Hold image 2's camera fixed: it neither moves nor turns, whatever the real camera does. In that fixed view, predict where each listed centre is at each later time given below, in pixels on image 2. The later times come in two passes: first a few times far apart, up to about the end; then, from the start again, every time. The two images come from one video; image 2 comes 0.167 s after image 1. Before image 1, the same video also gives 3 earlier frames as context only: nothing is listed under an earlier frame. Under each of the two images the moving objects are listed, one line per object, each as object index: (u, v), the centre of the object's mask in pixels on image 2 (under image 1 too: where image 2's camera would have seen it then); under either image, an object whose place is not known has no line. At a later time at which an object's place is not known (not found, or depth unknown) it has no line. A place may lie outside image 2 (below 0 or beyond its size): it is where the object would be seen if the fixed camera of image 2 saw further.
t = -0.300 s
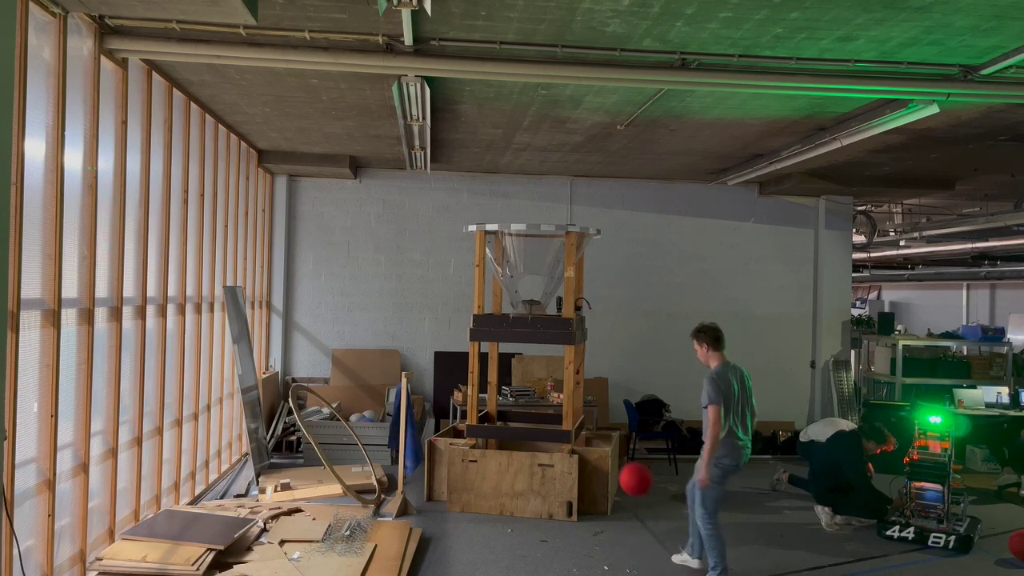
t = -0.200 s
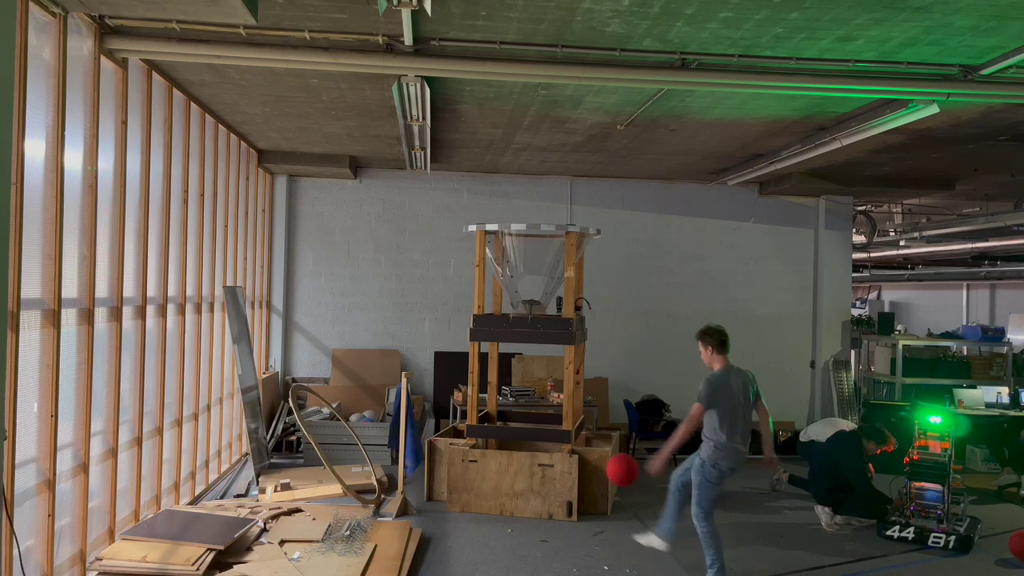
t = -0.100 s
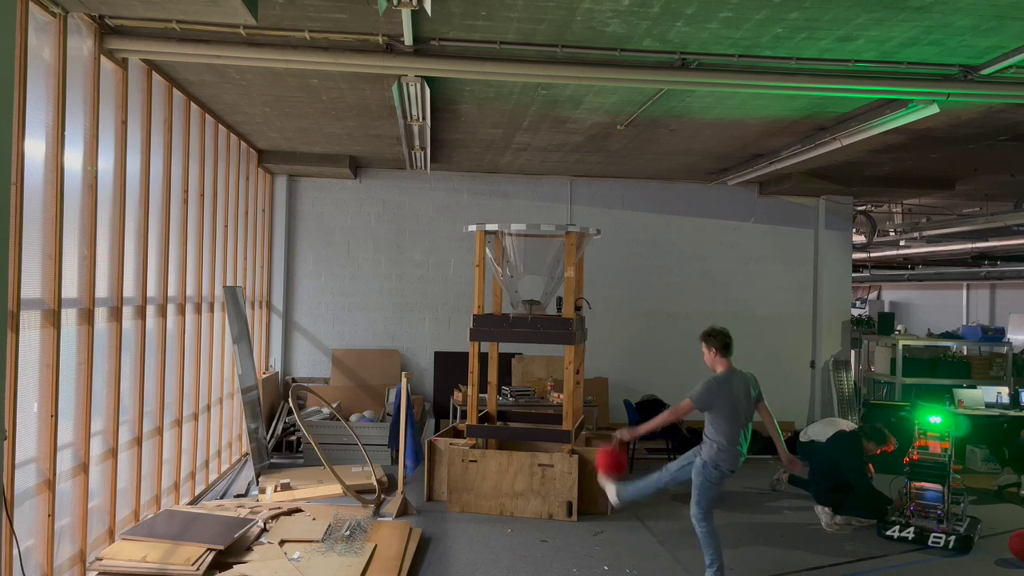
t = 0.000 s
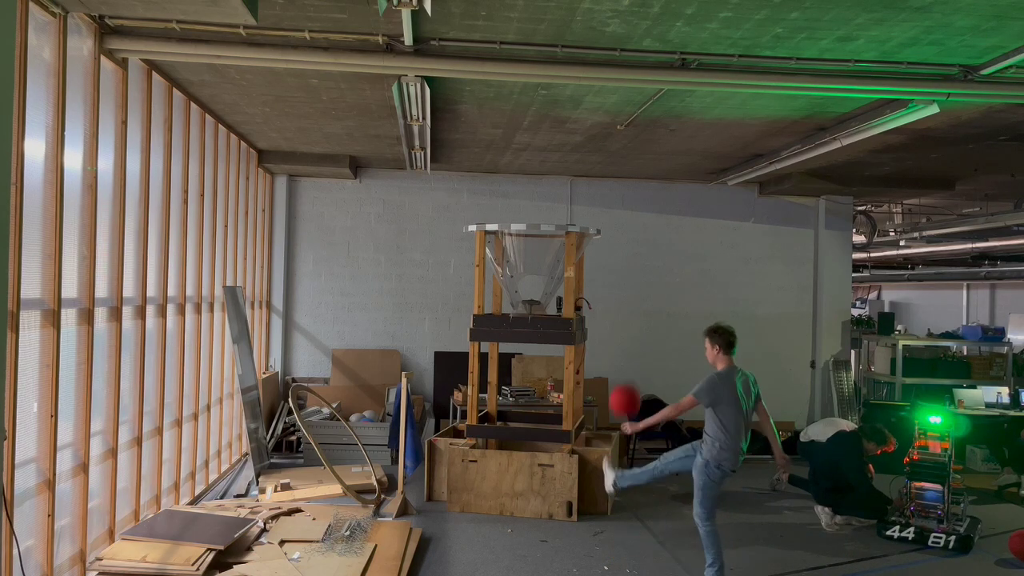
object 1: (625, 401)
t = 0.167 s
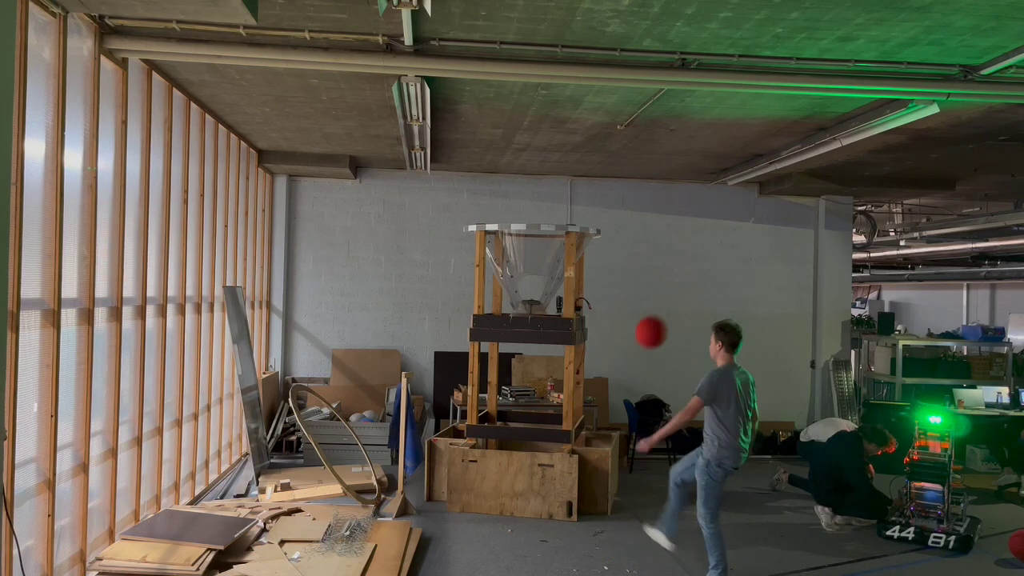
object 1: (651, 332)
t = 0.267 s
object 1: (665, 310)
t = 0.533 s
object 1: (701, 311)
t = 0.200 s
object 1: (655, 323)
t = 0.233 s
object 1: (660, 316)
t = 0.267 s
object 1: (665, 310)
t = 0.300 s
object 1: (669, 305)
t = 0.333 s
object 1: (673, 301)
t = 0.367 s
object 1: (678, 299)
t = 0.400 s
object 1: (682, 298)
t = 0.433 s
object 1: (687, 299)
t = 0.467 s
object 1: (691, 301)
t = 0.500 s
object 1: (696, 305)
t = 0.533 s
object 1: (701, 311)
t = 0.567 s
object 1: (705, 317)
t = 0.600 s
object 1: (708, 325)
